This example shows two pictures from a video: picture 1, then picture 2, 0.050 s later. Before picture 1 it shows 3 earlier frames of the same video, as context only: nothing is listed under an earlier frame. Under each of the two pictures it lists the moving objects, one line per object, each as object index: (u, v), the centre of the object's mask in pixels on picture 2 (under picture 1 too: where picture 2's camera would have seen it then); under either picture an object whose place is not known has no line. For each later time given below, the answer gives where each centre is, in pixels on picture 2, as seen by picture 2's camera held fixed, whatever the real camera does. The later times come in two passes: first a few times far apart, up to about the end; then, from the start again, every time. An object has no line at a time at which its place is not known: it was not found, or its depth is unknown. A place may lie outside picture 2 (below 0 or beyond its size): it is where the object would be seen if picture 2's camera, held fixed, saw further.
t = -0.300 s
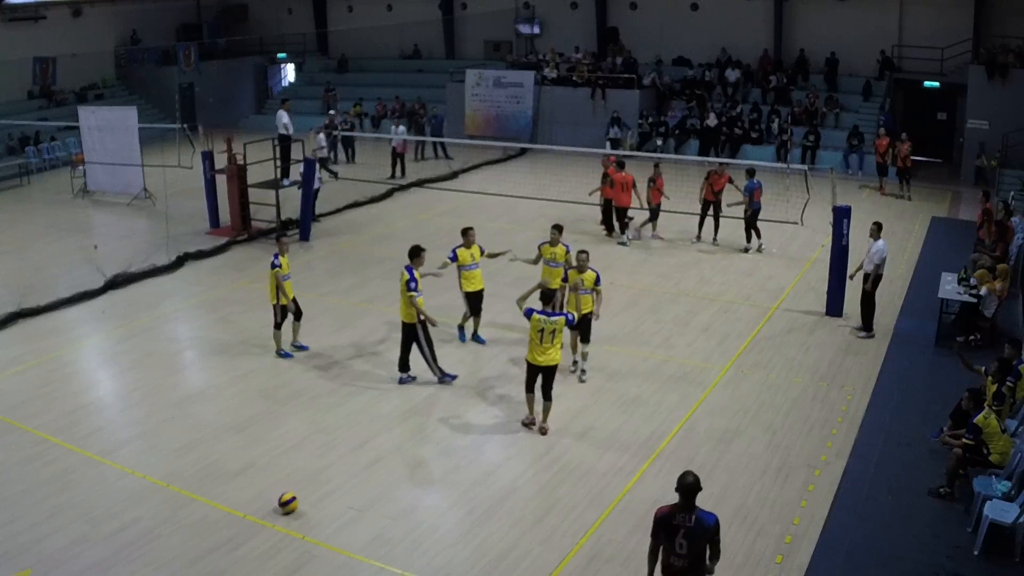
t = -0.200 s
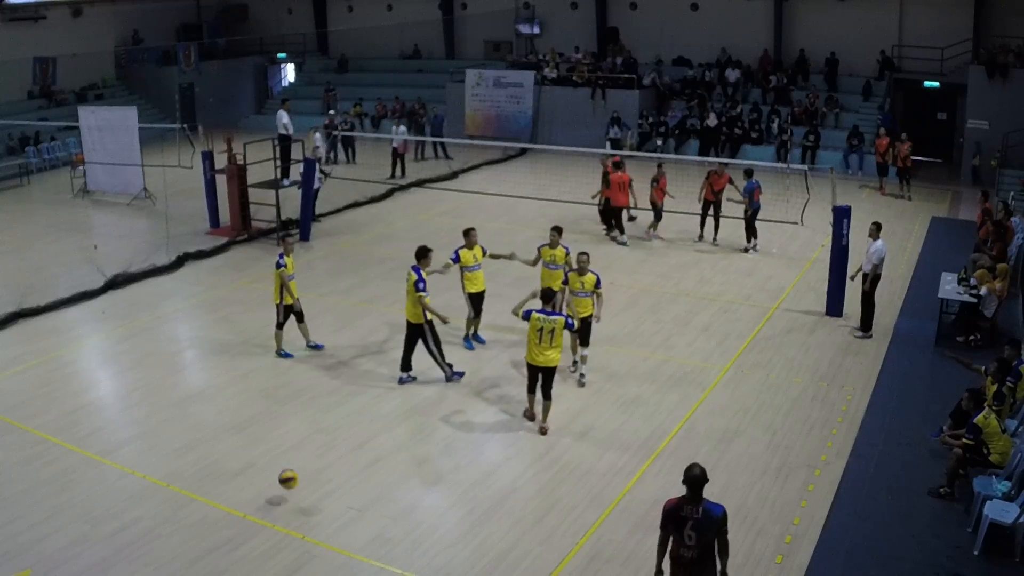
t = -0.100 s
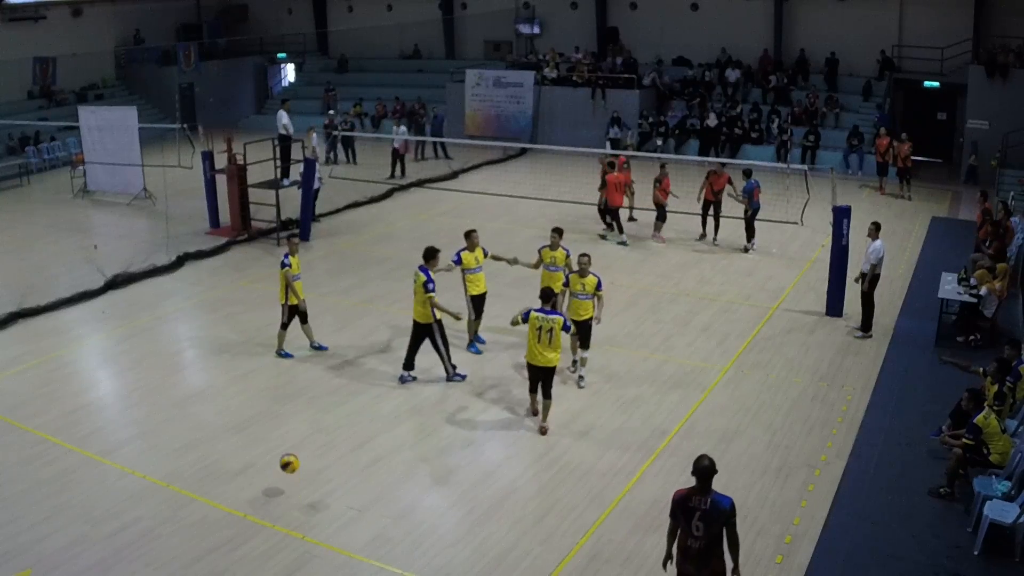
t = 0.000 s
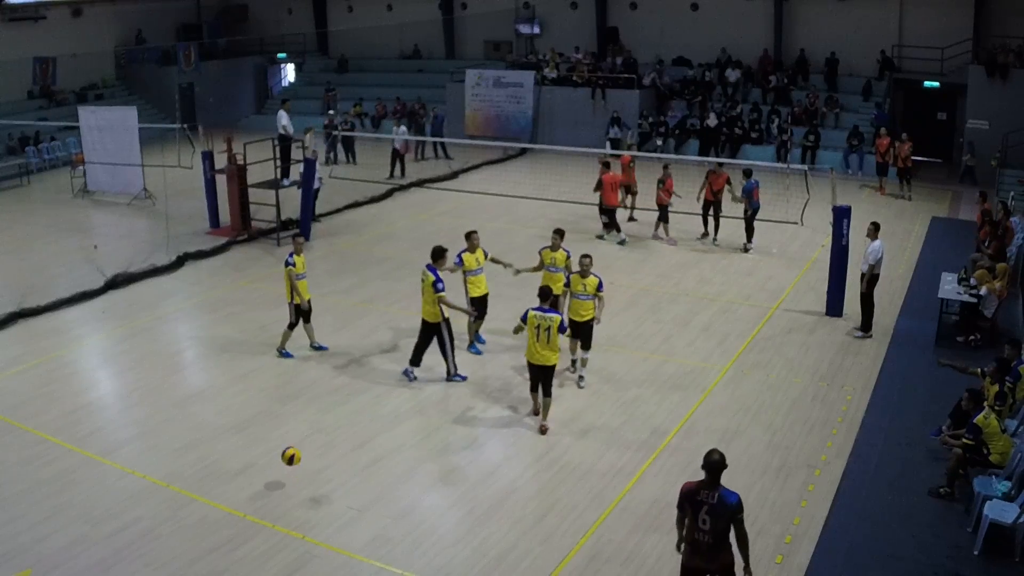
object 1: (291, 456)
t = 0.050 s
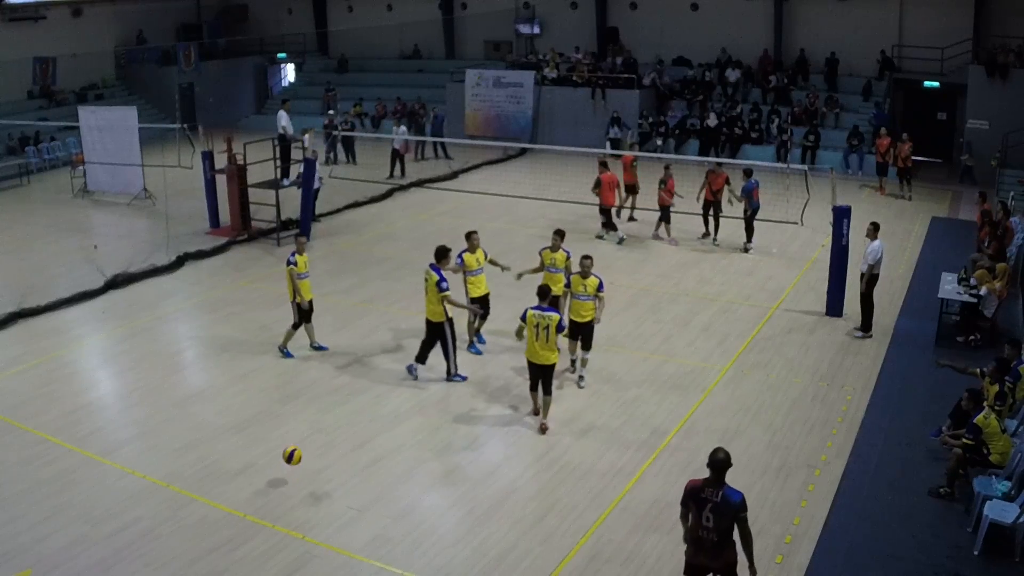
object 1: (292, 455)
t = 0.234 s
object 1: (298, 469)
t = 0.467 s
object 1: (300, 437)
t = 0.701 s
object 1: (305, 441)
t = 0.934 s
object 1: (309, 422)
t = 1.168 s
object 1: (312, 412)
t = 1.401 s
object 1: (316, 409)
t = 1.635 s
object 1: (319, 400)
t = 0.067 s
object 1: (292, 455)
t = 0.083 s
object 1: (293, 456)
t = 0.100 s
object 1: (293, 457)
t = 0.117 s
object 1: (294, 457)
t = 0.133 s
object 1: (294, 459)
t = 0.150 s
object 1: (295, 460)
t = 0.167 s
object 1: (296, 462)
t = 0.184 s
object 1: (296, 464)
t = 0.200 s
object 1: (297, 466)
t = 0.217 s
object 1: (298, 468)
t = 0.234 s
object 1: (298, 469)
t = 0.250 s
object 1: (298, 466)
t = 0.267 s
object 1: (298, 461)
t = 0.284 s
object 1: (298, 458)
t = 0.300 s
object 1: (298, 454)
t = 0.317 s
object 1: (298, 452)
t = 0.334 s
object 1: (299, 450)
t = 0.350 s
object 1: (299, 448)
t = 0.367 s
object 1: (299, 445)
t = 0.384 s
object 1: (299, 443)
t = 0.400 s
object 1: (299, 441)
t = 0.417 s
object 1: (300, 440)
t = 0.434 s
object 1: (300, 439)
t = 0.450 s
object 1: (300, 438)
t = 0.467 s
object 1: (300, 437)
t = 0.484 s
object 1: (300, 437)
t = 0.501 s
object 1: (301, 436)
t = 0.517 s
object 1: (301, 436)
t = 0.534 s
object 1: (302, 436)
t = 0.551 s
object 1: (302, 436)
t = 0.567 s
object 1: (302, 437)
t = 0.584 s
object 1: (303, 438)
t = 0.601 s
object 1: (303, 439)
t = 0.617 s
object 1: (304, 440)
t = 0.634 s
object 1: (304, 441)
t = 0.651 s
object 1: (304, 444)
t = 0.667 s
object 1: (305, 445)
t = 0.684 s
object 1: (305, 444)
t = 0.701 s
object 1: (305, 441)
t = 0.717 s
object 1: (305, 437)
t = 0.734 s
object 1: (305, 435)
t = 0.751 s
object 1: (306, 433)
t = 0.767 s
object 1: (306, 430)
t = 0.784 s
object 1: (306, 428)
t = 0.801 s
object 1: (307, 427)
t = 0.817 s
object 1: (307, 425)
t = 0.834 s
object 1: (307, 424)
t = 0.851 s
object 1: (307, 423)
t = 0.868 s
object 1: (308, 423)
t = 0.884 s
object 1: (308, 422)
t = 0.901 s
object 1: (308, 421)
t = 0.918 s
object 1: (308, 421)
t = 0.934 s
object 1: (309, 422)
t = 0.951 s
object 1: (309, 422)
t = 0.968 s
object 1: (310, 422)
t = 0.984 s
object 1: (310, 422)
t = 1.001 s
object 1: (311, 423)
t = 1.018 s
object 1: (311, 425)
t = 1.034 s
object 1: (311, 426)
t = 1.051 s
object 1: (312, 425)
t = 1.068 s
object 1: (311, 424)
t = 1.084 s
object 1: (312, 421)
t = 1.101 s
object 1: (312, 418)
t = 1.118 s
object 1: (312, 416)
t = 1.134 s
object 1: (312, 415)
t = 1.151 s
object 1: (312, 413)
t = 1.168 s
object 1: (312, 412)
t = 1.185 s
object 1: (313, 411)
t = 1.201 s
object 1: (313, 410)
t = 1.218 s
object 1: (313, 409)
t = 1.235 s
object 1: (313, 408)
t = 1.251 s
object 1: (313, 408)
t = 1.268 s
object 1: (313, 408)
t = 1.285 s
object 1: (314, 408)
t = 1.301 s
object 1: (314, 409)
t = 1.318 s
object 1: (314, 409)
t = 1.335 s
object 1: (315, 410)
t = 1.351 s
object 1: (315, 411)
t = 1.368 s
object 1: (315, 412)
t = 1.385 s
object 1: (316, 411)
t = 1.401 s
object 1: (316, 409)
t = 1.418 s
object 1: (316, 406)
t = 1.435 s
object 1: (316, 404)
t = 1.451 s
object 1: (316, 403)
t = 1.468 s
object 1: (317, 402)
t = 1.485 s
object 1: (317, 401)
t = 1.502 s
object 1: (317, 400)
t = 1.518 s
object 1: (317, 399)
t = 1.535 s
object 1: (317, 399)
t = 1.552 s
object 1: (317, 398)
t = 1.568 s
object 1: (318, 398)
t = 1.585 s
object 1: (318, 398)
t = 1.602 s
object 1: (318, 399)
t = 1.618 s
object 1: (318, 400)
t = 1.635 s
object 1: (319, 400)
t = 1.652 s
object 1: (319, 400)
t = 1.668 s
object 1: (319, 399)
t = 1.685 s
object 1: (319, 397)
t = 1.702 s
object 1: (319, 395)
